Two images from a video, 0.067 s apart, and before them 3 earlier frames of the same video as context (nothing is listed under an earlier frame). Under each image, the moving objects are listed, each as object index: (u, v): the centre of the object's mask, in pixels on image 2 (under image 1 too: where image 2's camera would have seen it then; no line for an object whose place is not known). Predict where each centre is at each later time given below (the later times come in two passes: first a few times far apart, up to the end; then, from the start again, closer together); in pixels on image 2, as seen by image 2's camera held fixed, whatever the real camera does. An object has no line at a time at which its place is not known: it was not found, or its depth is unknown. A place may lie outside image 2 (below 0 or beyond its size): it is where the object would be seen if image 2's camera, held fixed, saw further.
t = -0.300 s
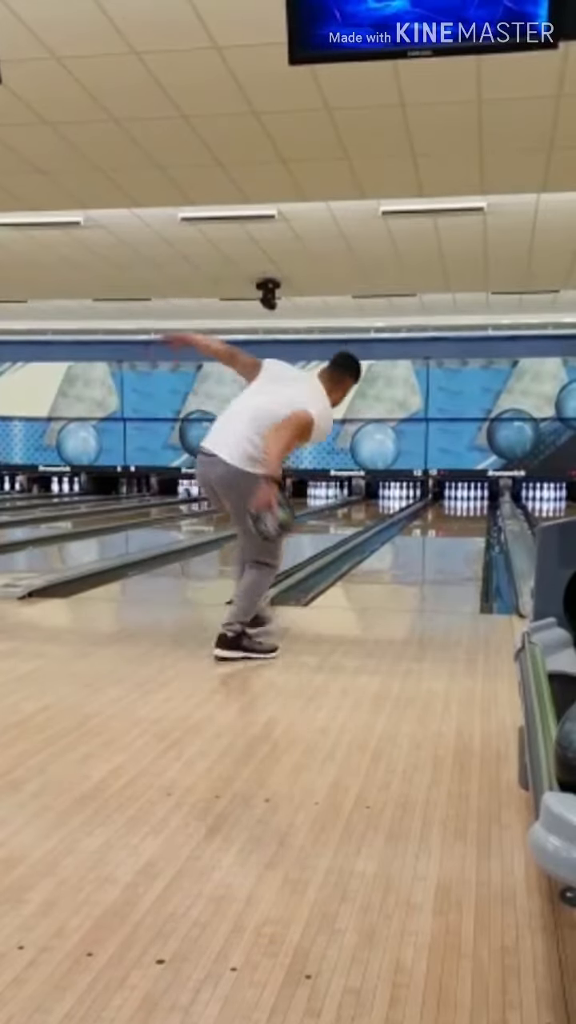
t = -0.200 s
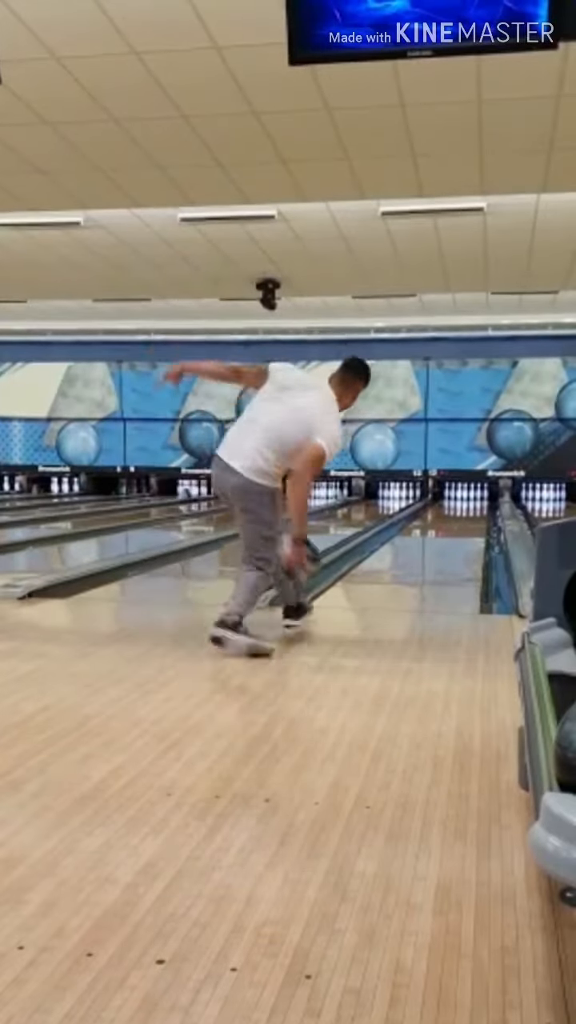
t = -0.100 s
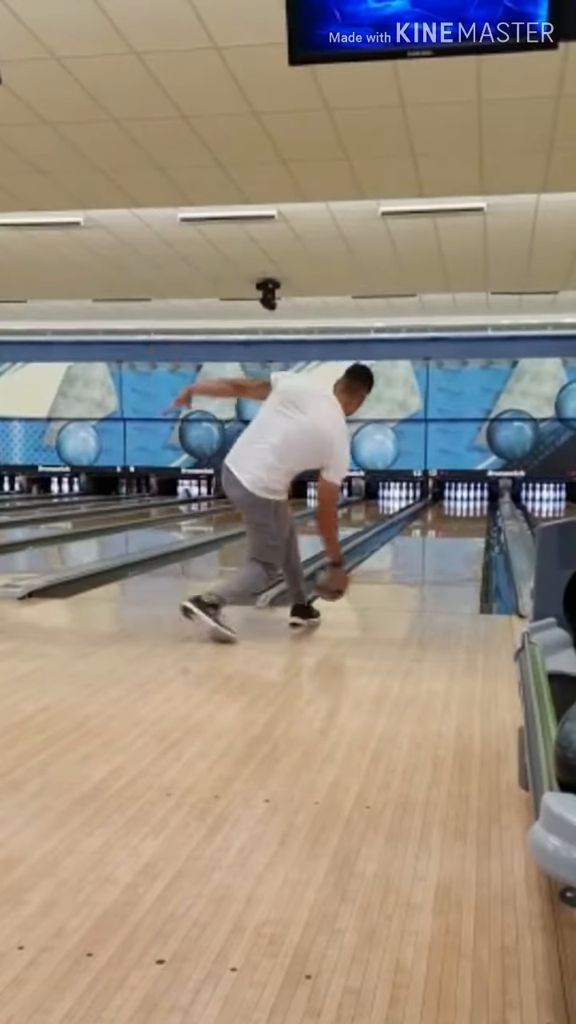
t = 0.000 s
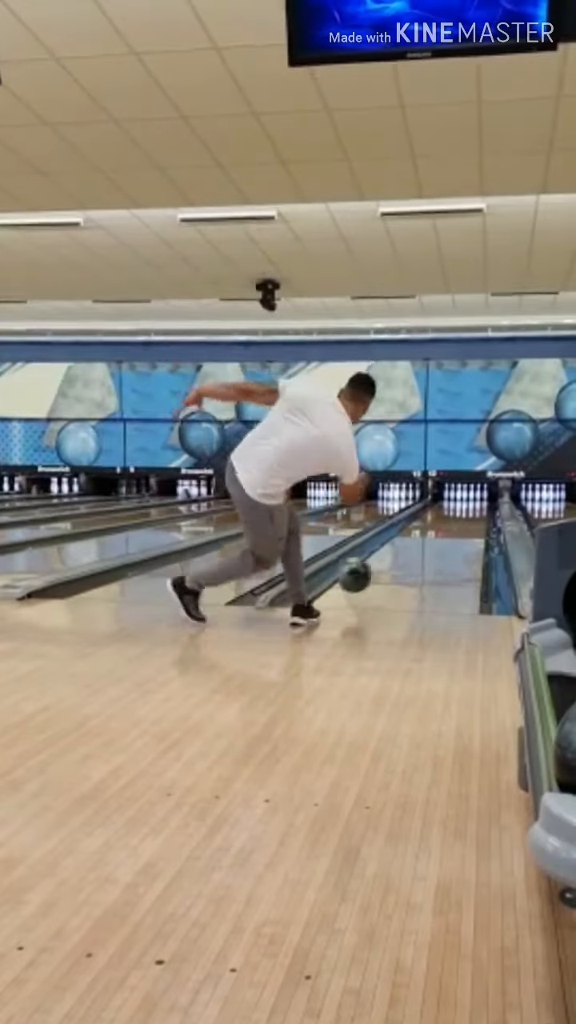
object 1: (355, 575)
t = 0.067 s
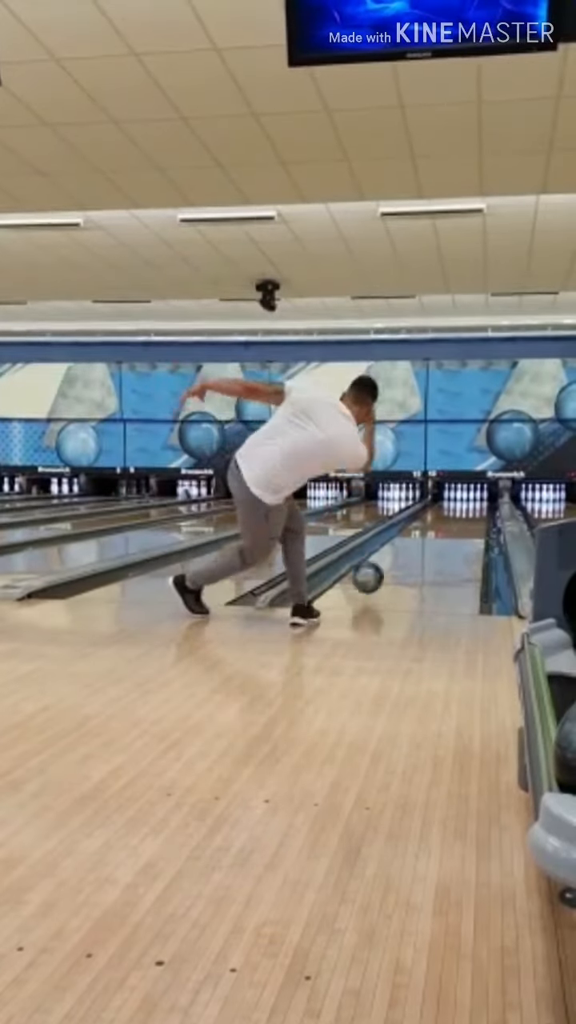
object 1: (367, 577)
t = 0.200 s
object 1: (389, 568)
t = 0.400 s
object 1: (414, 551)
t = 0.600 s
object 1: (431, 540)
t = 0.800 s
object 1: (443, 532)
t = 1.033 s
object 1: (455, 524)
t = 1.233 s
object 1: (461, 518)
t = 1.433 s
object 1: (466, 513)
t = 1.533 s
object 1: (470, 512)
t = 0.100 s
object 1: (374, 579)
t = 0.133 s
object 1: (379, 573)
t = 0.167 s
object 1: (384, 570)
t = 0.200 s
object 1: (389, 568)
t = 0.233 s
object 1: (394, 565)
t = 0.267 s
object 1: (398, 562)
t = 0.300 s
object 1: (403, 560)
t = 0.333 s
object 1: (406, 557)
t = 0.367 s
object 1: (411, 555)
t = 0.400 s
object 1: (414, 551)
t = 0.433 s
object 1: (417, 549)
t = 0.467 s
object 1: (420, 548)
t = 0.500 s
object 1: (423, 547)
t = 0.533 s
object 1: (426, 545)
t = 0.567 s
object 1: (429, 542)
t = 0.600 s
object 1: (431, 540)
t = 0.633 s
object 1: (433, 540)
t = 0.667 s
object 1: (435, 538)
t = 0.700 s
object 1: (438, 535)
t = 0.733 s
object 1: (440, 535)
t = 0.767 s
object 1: (442, 533)
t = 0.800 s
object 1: (443, 532)
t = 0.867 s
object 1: (448, 529)
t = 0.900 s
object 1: (448, 527)
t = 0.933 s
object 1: (449, 526)
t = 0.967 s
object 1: (451, 526)
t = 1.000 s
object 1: (451, 526)
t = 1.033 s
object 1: (455, 524)
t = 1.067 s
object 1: (455, 523)
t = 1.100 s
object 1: (457, 522)
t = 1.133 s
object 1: (457, 520)
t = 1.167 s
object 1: (457, 519)
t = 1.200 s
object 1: (460, 519)
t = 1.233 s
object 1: (461, 518)
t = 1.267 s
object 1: (462, 516)
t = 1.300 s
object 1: (463, 515)
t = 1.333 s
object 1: (464, 514)
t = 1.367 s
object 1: (466, 514)
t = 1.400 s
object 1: (466, 514)
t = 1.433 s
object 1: (466, 513)
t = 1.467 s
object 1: (468, 512)
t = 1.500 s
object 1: (471, 511)
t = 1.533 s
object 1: (470, 512)
